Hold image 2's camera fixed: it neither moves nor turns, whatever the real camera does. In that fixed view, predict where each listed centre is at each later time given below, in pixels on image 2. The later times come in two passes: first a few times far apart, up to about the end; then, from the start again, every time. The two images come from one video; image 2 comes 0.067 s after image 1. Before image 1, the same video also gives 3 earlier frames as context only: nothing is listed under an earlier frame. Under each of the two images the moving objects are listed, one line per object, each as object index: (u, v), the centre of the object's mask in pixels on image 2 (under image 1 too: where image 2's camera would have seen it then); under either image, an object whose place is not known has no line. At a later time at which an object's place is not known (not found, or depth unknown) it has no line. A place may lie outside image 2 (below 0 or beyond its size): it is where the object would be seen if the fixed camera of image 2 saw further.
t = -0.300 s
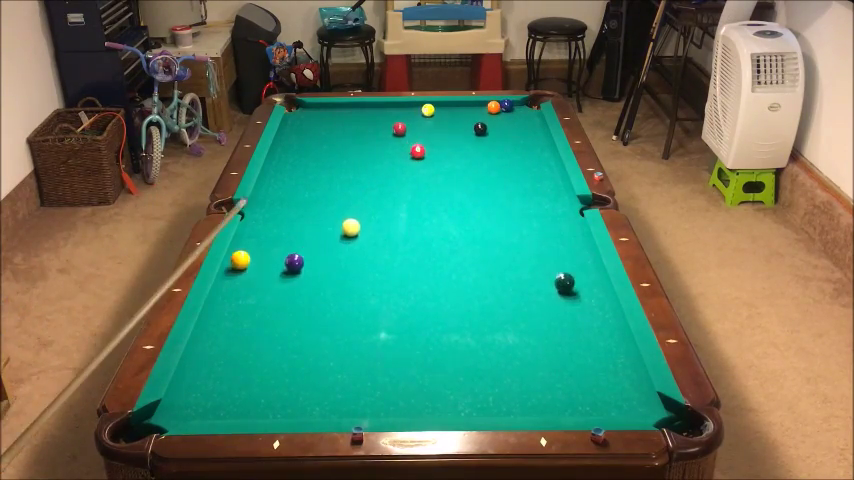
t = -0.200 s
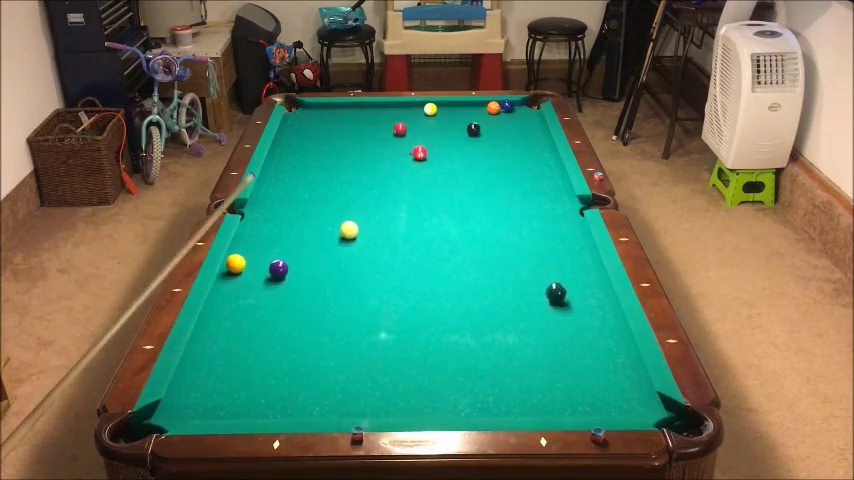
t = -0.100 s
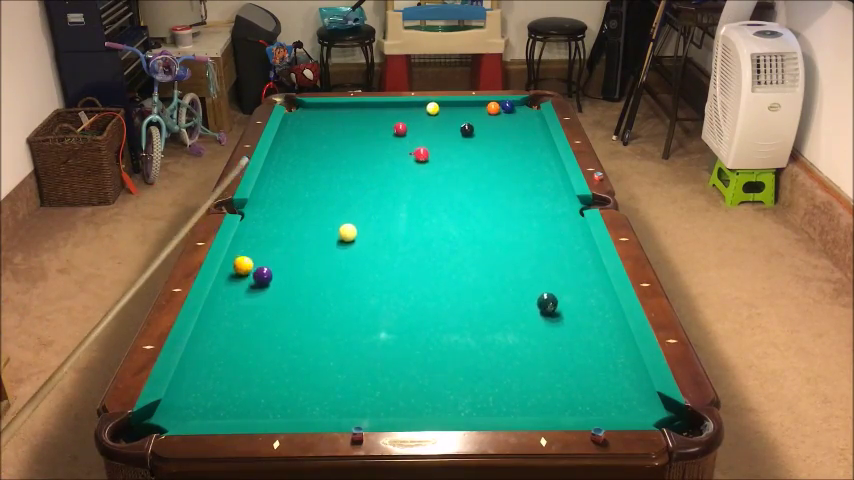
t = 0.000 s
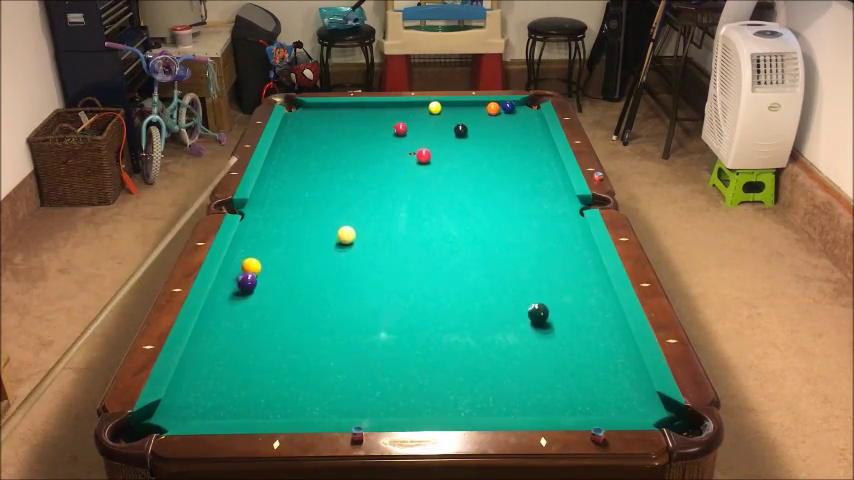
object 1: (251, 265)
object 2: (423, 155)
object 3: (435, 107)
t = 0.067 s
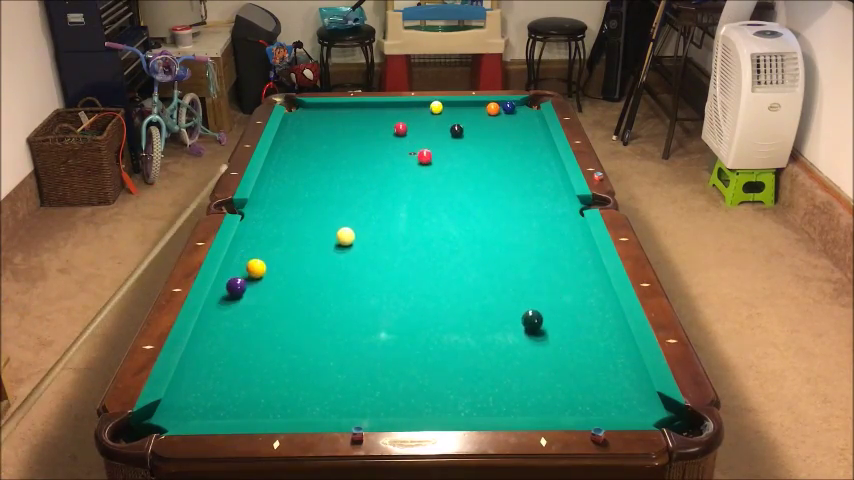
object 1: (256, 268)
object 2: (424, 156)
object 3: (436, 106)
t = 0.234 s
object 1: (268, 271)
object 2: (427, 158)
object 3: (439, 106)
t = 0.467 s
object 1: (284, 275)
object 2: (431, 160)
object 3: (443, 105)
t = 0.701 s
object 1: (300, 278)
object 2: (434, 162)
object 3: (445, 103)
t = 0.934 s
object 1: (314, 280)
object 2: (436, 164)
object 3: (447, 103)
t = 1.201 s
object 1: (329, 282)
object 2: (437, 166)
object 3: (448, 103)
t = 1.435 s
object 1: (340, 283)
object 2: (438, 167)
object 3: (448, 103)
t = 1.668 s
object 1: (350, 284)
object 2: (439, 168)
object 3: (448, 103)
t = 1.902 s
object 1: (359, 285)
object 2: (439, 168)
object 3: (448, 103)
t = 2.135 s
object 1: (366, 286)
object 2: (439, 168)
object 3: (448, 103)
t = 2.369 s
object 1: (371, 285)
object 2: (439, 168)
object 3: (448, 103)
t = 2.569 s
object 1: (374, 285)
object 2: (439, 168)
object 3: (448, 103)
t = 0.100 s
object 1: (258, 269)
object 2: (425, 156)
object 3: (437, 106)
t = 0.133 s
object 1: (261, 269)
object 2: (425, 157)
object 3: (437, 106)
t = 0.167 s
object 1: (263, 270)
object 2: (426, 157)
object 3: (438, 106)
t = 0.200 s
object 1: (266, 271)
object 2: (427, 157)
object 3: (439, 106)
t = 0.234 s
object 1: (268, 271)
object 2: (427, 158)
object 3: (439, 106)
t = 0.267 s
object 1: (270, 272)
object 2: (428, 158)
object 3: (440, 105)
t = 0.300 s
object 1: (273, 272)
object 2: (428, 159)
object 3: (440, 105)
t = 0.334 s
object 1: (275, 273)
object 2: (429, 159)
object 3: (441, 105)
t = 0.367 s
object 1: (278, 273)
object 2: (429, 159)
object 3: (441, 105)
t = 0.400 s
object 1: (280, 274)
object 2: (430, 160)
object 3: (442, 105)
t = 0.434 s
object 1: (282, 274)
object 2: (430, 160)
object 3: (442, 105)
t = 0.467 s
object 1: (284, 275)
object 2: (431, 160)
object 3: (443, 105)
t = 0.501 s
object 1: (287, 275)
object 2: (431, 161)
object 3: (443, 104)
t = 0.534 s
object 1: (289, 276)
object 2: (432, 161)
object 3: (444, 104)
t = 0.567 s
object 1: (291, 276)
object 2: (432, 161)
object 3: (444, 104)
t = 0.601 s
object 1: (293, 276)
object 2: (433, 162)
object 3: (444, 104)
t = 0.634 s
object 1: (295, 277)
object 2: (433, 162)
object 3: (445, 104)
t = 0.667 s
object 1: (298, 277)
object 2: (433, 162)
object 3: (445, 104)
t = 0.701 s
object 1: (300, 278)
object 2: (434, 162)
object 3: (445, 103)
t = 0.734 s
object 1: (302, 278)
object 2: (434, 162)
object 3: (446, 104)
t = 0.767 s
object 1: (304, 278)
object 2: (434, 163)
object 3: (446, 103)
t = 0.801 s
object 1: (306, 279)
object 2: (435, 163)
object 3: (446, 104)
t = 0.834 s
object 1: (308, 279)
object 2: (435, 163)
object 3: (446, 104)
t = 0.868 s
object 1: (310, 279)
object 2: (435, 163)
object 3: (447, 103)
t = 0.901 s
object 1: (312, 280)
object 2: (436, 164)
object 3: (447, 103)
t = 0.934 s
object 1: (314, 280)
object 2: (436, 164)
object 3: (447, 103)
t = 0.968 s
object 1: (316, 280)
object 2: (436, 164)
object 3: (447, 103)
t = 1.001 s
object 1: (318, 281)
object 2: (437, 164)
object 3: (448, 103)
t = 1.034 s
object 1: (320, 281)
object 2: (437, 165)
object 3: (448, 103)
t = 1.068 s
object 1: (321, 281)
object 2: (437, 165)
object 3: (448, 103)
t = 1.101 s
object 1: (323, 282)
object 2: (437, 165)
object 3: (448, 103)
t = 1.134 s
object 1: (325, 281)
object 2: (437, 165)
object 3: (448, 103)
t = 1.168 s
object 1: (327, 282)
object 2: (437, 166)
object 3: (448, 103)
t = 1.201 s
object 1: (329, 282)
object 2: (437, 166)
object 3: (448, 103)
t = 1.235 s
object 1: (331, 282)
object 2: (437, 166)
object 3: (448, 103)
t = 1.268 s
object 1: (332, 283)
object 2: (438, 166)
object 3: (448, 103)
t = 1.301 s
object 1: (334, 283)
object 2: (438, 167)
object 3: (448, 103)
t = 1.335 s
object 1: (336, 283)
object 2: (438, 167)
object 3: (448, 103)
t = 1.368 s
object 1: (337, 283)
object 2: (438, 167)
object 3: (448, 103)
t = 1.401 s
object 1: (339, 283)
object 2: (438, 167)
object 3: (448, 103)
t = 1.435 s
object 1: (340, 283)
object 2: (438, 167)
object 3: (448, 103)
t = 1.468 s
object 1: (342, 283)
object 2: (438, 167)
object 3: (448, 103)
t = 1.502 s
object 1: (343, 284)
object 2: (439, 167)
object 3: (448, 103)
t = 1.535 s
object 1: (345, 284)
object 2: (439, 167)
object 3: (448, 103)
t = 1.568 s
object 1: (346, 284)
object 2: (439, 167)
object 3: (448, 103)
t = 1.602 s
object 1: (348, 284)
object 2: (439, 167)
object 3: (448, 103)
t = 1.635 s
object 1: (349, 284)
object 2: (439, 167)
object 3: (448, 103)
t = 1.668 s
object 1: (350, 284)
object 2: (439, 168)
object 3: (448, 103)
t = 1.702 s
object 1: (352, 284)
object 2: (439, 168)
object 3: (448, 103)
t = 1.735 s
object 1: (353, 284)
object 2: (439, 168)
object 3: (448, 103)
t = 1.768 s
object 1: (354, 284)
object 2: (439, 168)
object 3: (448, 103)
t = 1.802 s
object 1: (356, 285)
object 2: (439, 168)
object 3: (448, 103)
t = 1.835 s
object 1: (357, 285)
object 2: (439, 168)
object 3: (448, 103)
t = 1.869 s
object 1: (358, 285)
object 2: (439, 168)
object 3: (448, 103)
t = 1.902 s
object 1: (359, 285)
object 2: (439, 168)
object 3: (448, 103)
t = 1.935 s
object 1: (360, 285)
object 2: (439, 168)
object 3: (448, 103)
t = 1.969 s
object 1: (361, 285)
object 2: (439, 168)
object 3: (448, 103)
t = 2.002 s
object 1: (362, 285)
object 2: (439, 168)
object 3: (448, 103)
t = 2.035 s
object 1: (363, 285)
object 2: (439, 168)
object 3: (448, 103)
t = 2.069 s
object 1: (364, 286)
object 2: (439, 168)
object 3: (448, 103)
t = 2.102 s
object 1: (365, 286)
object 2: (439, 168)
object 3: (448, 103)
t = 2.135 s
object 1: (366, 286)
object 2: (439, 168)
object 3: (448, 103)
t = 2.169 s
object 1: (367, 286)
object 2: (439, 168)
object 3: (448, 103)
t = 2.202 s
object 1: (367, 285)
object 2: (439, 168)
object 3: (448, 103)
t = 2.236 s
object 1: (368, 285)
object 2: (439, 168)
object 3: (448, 103)
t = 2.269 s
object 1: (369, 286)
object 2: (439, 168)
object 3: (448, 103)
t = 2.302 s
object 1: (370, 285)
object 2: (439, 168)
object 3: (448, 103)
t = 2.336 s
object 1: (370, 285)
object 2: (439, 168)
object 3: (448, 103)
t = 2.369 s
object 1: (371, 285)
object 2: (439, 168)
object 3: (448, 103)
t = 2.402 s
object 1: (372, 286)
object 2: (439, 168)
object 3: (448, 103)
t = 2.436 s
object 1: (372, 286)
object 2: (439, 168)
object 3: (448, 103)
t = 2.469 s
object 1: (373, 286)
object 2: (439, 168)
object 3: (448, 103)
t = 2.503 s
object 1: (373, 286)
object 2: (439, 168)
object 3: (448, 103)
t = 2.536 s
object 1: (374, 285)
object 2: (439, 168)
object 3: (448, 103)
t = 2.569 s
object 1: (374, 285)
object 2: (439, 168)
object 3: (448, 103)
